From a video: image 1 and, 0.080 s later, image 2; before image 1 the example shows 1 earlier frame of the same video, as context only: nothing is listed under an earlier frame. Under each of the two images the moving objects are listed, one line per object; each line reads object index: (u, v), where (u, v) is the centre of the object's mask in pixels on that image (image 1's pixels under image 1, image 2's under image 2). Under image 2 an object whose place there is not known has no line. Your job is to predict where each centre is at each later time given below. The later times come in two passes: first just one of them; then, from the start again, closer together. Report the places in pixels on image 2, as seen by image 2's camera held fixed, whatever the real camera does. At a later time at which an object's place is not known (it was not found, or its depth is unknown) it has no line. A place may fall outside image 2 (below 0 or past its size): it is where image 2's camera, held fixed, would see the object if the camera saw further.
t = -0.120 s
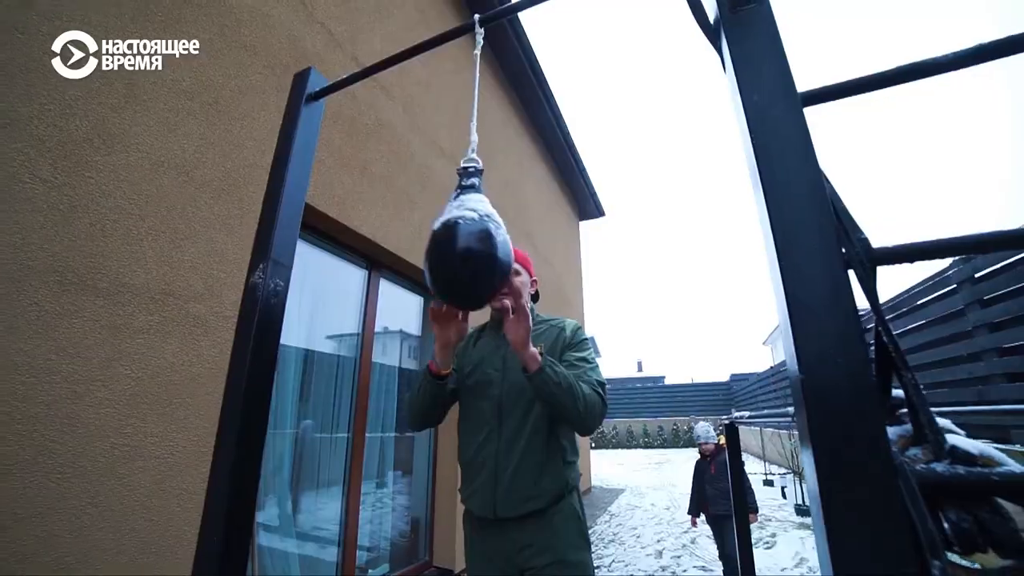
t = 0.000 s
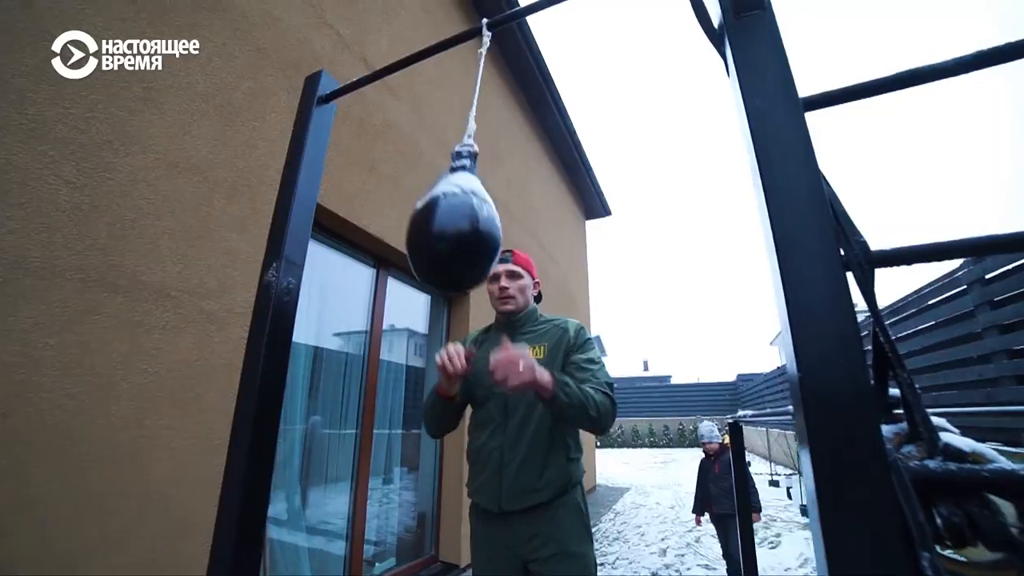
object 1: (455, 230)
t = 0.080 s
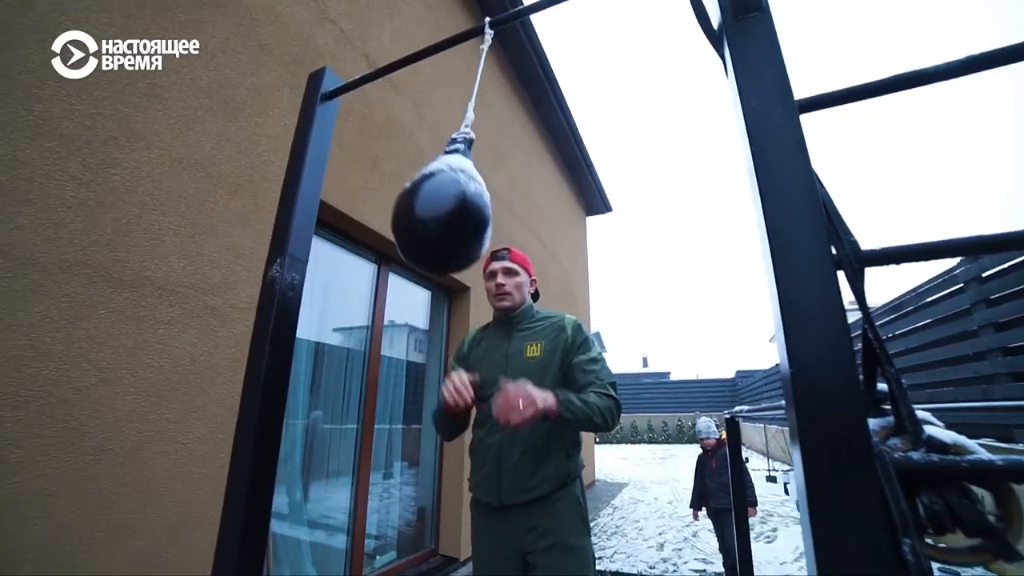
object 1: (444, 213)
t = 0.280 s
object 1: (425, 179)
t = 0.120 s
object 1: (438, 206)
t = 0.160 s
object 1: (433, 198)
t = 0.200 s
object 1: (429, 190)
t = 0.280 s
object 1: (425, 179)
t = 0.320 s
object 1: (424, 175)
